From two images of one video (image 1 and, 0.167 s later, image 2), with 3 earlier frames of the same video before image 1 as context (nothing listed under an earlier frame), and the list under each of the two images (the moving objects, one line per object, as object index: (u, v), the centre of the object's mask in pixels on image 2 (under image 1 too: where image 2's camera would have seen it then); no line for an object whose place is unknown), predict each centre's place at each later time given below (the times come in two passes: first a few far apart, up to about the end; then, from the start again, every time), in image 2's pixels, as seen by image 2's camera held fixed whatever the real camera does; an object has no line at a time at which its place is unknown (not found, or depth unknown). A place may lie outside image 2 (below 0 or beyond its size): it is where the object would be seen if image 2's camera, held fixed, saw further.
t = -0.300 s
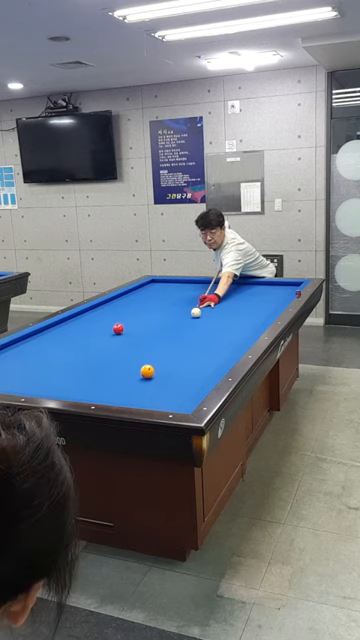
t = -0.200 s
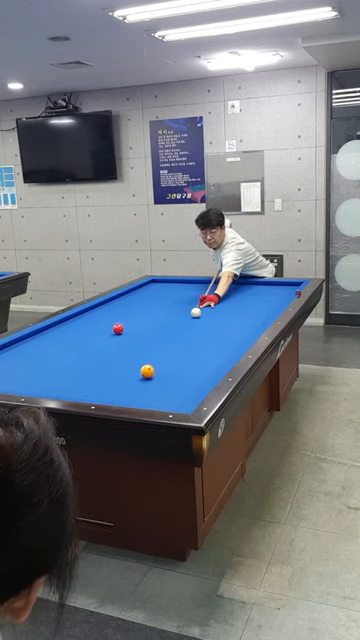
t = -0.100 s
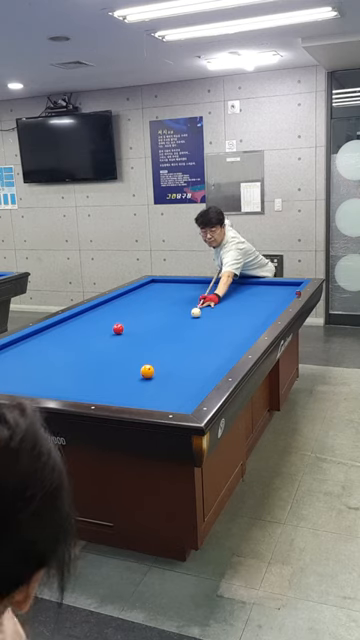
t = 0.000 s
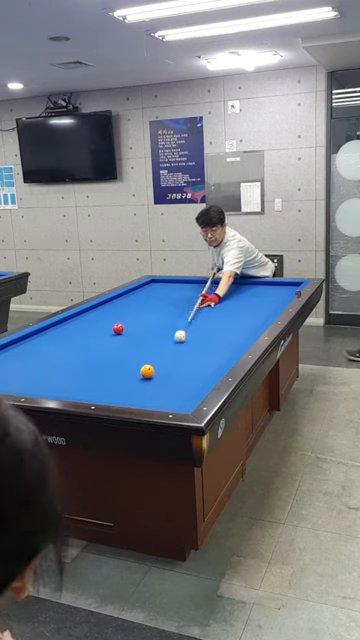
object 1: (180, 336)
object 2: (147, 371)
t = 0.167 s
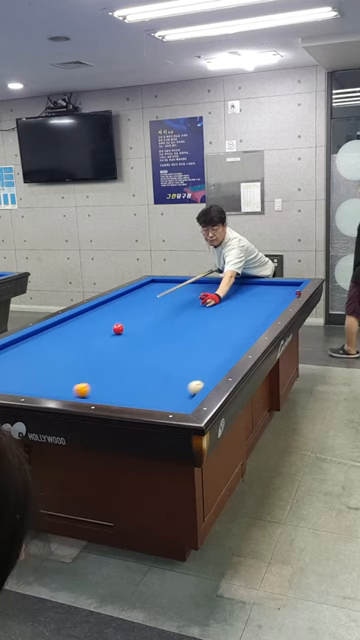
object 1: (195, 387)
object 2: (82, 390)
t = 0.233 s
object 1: (147, 395)
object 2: (68, 384)
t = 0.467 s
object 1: (66, 371)
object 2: (89, 343)
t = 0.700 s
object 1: (24, 348)
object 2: (101, 319)
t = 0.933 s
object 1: (73, 333)
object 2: (110, 302)
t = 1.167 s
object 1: (137, 321)
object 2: (143, 290)
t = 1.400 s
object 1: (191, 311)
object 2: (176, 280)
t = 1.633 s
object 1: (240, 301)
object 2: (185, 287)
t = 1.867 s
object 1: (283, 293)
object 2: (198, 293)
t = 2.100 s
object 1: (279, 286)
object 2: (211, 301)
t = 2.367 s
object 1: (269, 284)
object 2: (229, 311)
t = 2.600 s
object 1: (260, 286)
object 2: (246, 320)
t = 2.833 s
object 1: (249, 289)
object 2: (243, 329)
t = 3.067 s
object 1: (240, 292)
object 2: (215, 338)
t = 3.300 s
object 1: (230, 295)
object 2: (185, 347)
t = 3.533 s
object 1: (219, 298)
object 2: (152, 356)
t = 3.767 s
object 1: (208, 300)
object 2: (117, 367)
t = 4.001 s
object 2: (78, 378)
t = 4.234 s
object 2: (36, 389)
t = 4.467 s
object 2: (28, 381)
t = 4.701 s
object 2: (22, 372)
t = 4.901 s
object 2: (17, 364)
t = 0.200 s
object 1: (172, 392)
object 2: (64, 391)
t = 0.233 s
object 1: (147, 395)
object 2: (68, 384)
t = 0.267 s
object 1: (123, 398)
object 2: (72, 377)
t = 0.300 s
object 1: (108, 395)
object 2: (75, 370)
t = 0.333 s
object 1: (98, 391)
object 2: (79, 363)
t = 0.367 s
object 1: (89, 385)
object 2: (82, 357)
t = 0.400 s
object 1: (81, 380)
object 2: (84, 352)
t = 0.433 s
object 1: (73, 375)
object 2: (87, 348)
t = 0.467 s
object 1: (66, 371)
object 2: (89, 343)
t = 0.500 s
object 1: (59, 367)
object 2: (91, 339)
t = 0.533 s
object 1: (52, 363)
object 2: (93, 335)
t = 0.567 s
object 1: (46, 359)
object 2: (95, 331)
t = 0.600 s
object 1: (40, 356)
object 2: (97, 328)
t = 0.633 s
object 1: (34, 353)
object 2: (98, 325)
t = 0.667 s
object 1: (29, 350)
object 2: (100, 322)
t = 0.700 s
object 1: (24, 348)
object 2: (101, 319)
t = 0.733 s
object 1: (18, 345)
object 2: (103, 316)
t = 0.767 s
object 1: (14, 342)
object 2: (104, 314)
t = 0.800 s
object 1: (26, 340)
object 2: (105, 311)
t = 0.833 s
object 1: (38, 338)
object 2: (106, 309)
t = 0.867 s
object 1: (50, 336)
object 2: (108, 306)
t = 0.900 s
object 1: (62, 334)
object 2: (109, 304)
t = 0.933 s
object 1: (73, 333)
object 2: (110, 302)
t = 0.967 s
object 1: (84, 331)
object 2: (111, 300)
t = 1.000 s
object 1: (93, 329)
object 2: (114, 298)
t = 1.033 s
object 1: (103, 328)
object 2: (121, 296)
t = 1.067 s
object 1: (110, 325)
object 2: (127, 294)
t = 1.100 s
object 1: (121, 322)
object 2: (132, 293)
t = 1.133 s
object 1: (129, 322)
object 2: (137, 292)
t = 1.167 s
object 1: (137, 321)
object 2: (143, 290)
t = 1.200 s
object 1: (145, 319)
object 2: (147, 289)
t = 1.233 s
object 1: (153, 318)
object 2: (152, 287)
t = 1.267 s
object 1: (161, 317)
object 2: (157, 286)
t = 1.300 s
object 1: (169, 315)
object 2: (162, 284)
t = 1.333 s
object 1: (177, 314)
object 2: (167, 283)
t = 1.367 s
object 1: (184, 312)
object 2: (171, 282)
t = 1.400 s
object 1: (191, 311)
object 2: (176, 280)
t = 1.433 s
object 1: (199, 309)
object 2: (178, 280)
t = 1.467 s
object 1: (206, 308)
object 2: (179, 282)
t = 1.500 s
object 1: (213, 306)
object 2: (180, 283)
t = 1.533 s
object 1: (220, 305)
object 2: (181, 284)
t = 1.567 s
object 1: (227, 304)
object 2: (182, 285)
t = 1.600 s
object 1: (233, 303)
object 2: (184, 286)
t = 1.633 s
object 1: (240, 301)
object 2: (185, 287)
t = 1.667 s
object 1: (246, 300)
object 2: (187, 288)
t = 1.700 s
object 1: (253, 299)
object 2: (189, 289)
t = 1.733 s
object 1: (259, 298)
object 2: (190, 290)
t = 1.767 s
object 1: (265, 297)
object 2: (192, 291)
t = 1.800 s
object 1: (271, 295)
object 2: (194, 292)
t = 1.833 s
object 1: (277, 294)
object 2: (196, 293)
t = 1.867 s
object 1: (283, 293)
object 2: (198, 293)
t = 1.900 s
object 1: (289, 292)
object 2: (200, 294)
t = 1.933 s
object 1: (289, 291)
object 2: (201, 296)
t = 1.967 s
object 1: (286, 290)
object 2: (203, 297)
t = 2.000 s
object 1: (284, 289)
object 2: (205, 298)
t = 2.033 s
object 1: (282, 288)
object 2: (207, 299)
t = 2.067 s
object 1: (281, 287)
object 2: (209, 300)
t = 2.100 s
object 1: (279, 286)
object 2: (211, 301)
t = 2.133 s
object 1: (278, 286)
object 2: (213, 302)
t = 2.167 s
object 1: (277, 285)
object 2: (215, 303)
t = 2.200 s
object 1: (276, 284)
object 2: (217, 304)
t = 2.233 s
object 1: (275, 284)
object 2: (219, 306)
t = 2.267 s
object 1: (274, 283)
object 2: (222, 307)
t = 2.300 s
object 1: (272, 283)
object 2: (224, 308)
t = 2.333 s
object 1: (271, 283)
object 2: (226, 309)
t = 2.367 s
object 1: (269, 284)
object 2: (229, 311)
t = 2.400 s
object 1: (268, 284)
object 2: (231, 312)
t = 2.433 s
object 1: (267, 284)
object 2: (233, 313)
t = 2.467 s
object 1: (265, 285)
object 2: (236, 314)
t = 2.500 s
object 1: (264, 285)
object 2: (239, 316)
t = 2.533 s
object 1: (262, 286)
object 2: (241, 317)
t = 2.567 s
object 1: (261, 286)
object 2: (244, 318)
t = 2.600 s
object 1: (260, 286)
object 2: (246, 320)
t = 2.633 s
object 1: (258, 287)
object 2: (249, 322)
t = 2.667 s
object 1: (257, 287)
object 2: (252, 323)
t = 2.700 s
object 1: (255, 287)
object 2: (255, 325)
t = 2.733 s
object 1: (254, 288)
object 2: (256, 325)
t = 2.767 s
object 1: (252, 288)
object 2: (252, 327)
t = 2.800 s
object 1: (251, 289)
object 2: (248, 328)
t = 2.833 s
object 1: (249, 289)
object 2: (243, 329)
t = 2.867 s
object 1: (248, 290)
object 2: (239, 331)
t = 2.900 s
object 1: (247, 290)
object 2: (236, 332)
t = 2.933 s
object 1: (245, 290)
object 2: (231, 333)
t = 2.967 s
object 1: (244, 291)
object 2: (227, 334)
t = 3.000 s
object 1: (242, 291)
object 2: (223, 335)
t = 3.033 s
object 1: (241, 292)
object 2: (219, 336)
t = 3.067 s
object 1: (240, 292)
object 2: (215, 338)
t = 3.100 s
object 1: (238, 292)
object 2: (211, 339)
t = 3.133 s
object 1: (237, 293)
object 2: (207, 340)
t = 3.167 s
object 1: (235, 293)
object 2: (203, 341)
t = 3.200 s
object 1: (234, 294)
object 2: (198, 343)
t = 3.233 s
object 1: (232, 294)
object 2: (194, 344)
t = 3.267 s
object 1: (231, 295)
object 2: (189, 345)
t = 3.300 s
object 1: (230, 295)
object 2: (185, 347)
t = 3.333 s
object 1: (228, 295)
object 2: (180, 348)
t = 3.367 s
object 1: (226, 296)
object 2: (176, 349)
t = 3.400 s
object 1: (225, 296)
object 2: (171, 351)
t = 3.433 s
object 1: (224, 296)
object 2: (167, 352)
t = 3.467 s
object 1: (222, 297)
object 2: (162, 353)
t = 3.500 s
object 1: (221, 297)
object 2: (157, 355)
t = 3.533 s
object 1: (219, 298)
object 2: (152, 356)
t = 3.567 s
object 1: (218, 298)
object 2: (147, 358)
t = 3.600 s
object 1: (216, 298)
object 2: (142, 359)
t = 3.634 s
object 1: (214, 299)
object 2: (137, 361)
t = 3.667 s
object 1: (213, 299)
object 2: (132, 362)
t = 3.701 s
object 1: (212, 299)
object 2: (127, 364)
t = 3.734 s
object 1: (210, 300)
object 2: (122, 365)
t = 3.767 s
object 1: (208, 300)
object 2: (117, 367)
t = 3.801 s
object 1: (207, 301)
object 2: (111, 368)
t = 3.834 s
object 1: (206, 301)
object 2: (106, 370)
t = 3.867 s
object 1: (204, 302)
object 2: (101, 372)
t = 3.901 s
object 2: (95, 373)
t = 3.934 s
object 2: (90, 375)
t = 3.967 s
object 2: (84, 376)
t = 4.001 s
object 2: (78, 378)
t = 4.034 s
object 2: (72, 380)
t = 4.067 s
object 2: (67, 382)
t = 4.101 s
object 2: (61, 384)
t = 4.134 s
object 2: (55, 385)
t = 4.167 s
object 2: (49, 387)
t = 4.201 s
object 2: (43, 388)
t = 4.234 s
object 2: (36, 389)
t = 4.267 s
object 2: (32, 389)
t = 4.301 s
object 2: (32, 387)
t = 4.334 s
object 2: (31, 386)
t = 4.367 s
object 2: (31, 385)
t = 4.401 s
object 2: (29, 384)
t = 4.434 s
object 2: (28, 383)
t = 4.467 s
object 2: (28, 381)
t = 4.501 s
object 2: (27, 380)
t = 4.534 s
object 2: (26, 378)
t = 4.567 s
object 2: (25, 377)
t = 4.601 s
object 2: (24, 376)
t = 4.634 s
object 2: (23, 374)
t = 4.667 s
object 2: (22, 373)
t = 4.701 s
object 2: (22, 372)
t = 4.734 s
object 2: (21, 370)
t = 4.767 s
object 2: (20, 369)
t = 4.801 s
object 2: (19, 368)
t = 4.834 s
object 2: (19, 366)
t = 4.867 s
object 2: (18, 365)
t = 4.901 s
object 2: (17, 364)
